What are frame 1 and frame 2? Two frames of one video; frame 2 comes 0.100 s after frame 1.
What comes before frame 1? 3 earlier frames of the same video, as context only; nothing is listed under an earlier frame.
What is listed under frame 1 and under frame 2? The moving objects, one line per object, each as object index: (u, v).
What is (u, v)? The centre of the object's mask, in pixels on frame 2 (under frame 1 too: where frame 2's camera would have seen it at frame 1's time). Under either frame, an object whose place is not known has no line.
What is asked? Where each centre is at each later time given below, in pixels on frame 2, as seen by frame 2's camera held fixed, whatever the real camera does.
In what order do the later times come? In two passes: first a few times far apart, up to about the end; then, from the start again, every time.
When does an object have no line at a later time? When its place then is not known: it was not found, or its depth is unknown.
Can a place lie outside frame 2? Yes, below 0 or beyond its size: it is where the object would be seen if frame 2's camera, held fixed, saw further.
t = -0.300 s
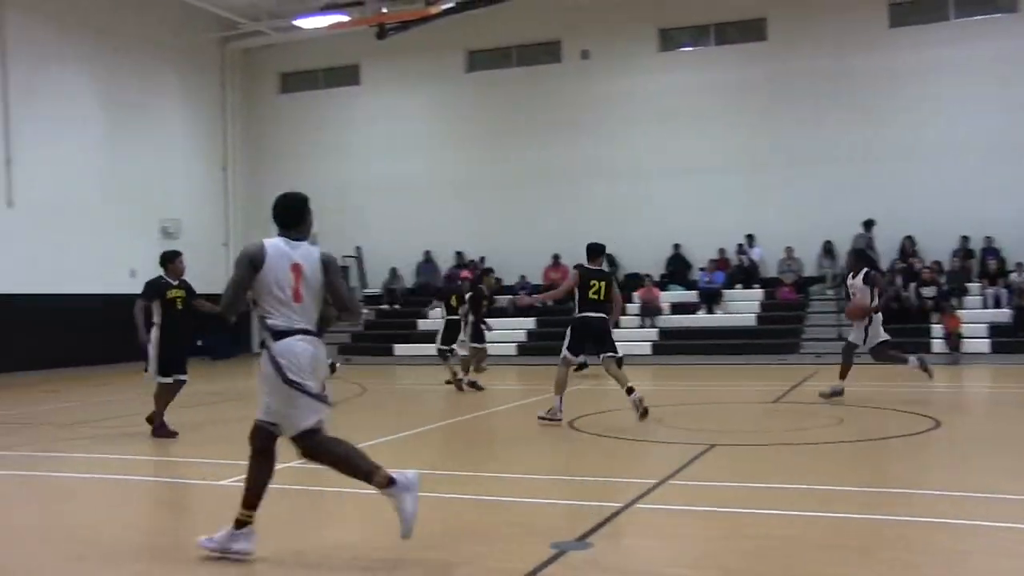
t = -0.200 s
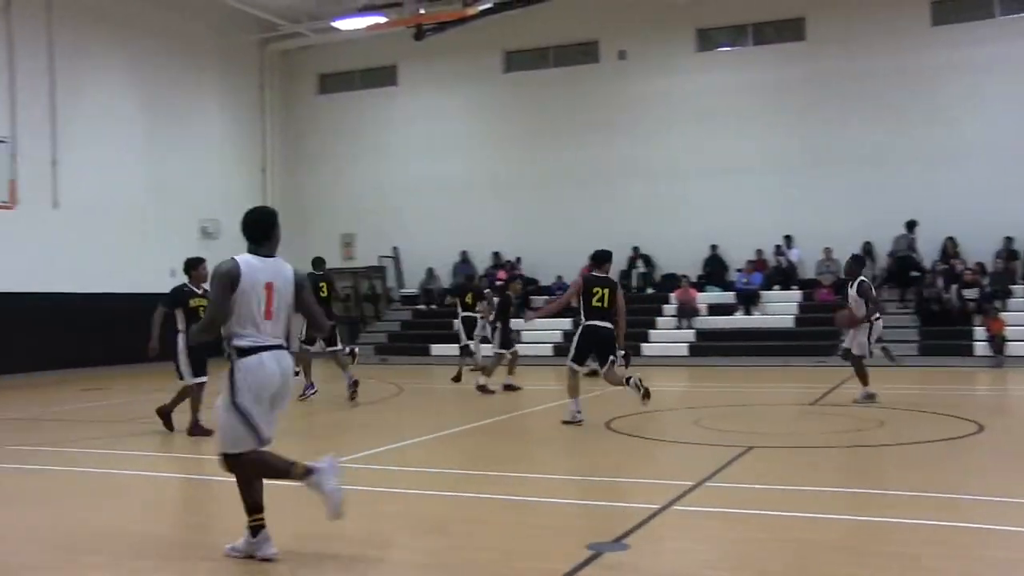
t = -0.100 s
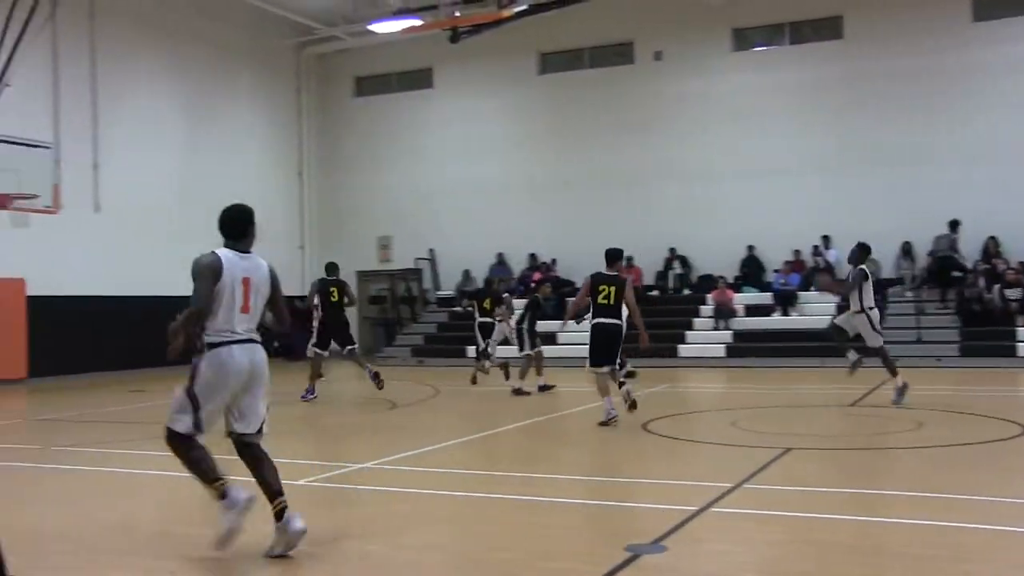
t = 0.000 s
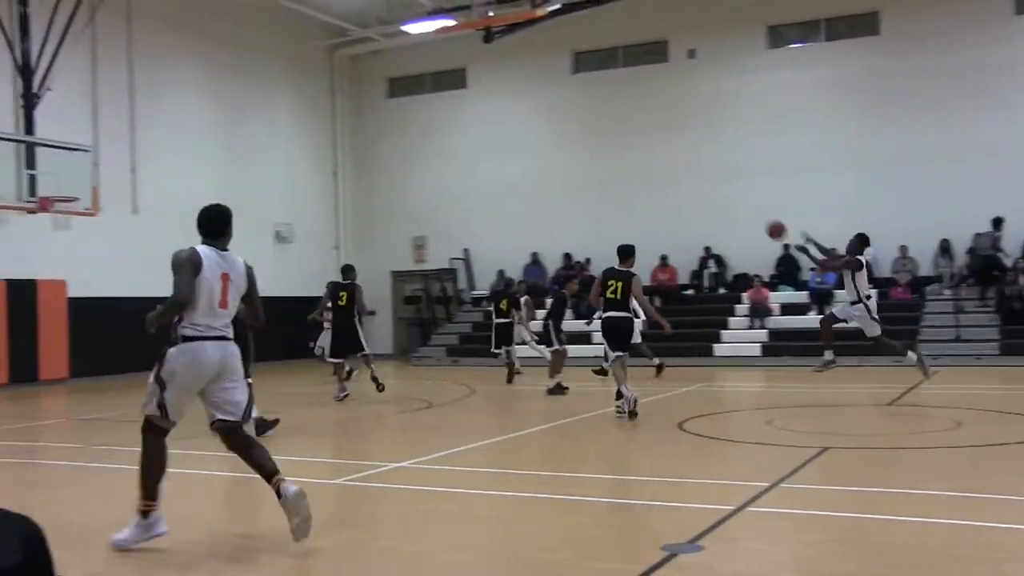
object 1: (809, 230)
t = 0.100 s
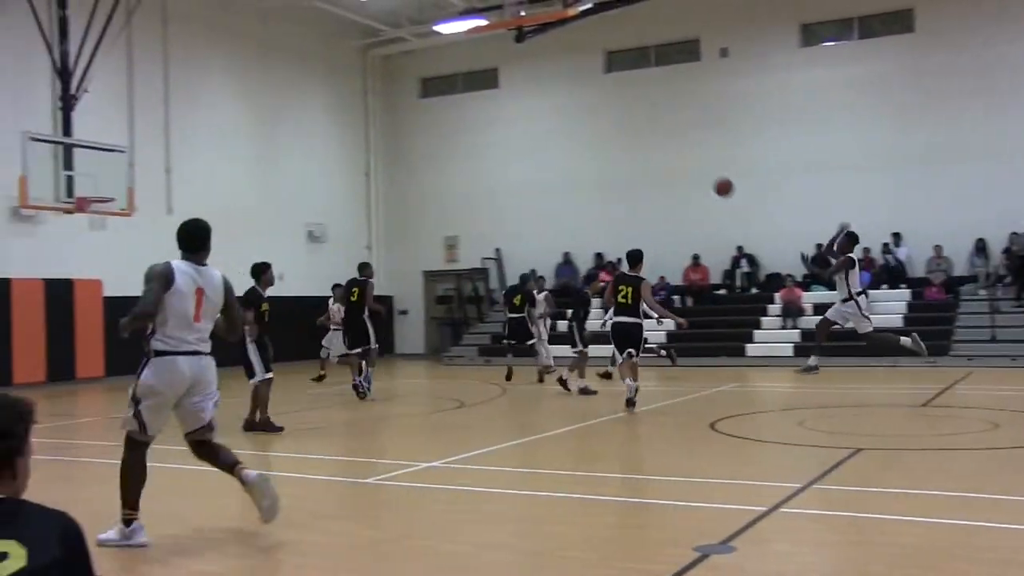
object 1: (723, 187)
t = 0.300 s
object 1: (569, 133)
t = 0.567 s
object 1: (396, 111)
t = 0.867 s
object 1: (228, 147)
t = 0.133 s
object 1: (696, 176)
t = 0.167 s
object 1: (669, 165)
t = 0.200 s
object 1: (643, 155)
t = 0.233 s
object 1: (618, 147)
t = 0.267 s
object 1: (593, 139)
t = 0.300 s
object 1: (569, 133)
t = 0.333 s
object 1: (545, 127)
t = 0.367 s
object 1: (522, 122)
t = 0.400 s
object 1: (500, 118)
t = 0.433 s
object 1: (478, 115)
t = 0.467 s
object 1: (457, 113)
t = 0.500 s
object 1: (436, 112)
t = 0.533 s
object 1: (416, 111)
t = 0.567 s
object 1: (396, 111)
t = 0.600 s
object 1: (376, 112)
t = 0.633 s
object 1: (356, 113)
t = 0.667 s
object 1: (336, 116)
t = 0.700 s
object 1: (318, 120)
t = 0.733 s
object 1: (299, 124)
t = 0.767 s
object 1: (281, 129)
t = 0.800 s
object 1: (263, 135)
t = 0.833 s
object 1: (245, 141)
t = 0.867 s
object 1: (228, 147)
